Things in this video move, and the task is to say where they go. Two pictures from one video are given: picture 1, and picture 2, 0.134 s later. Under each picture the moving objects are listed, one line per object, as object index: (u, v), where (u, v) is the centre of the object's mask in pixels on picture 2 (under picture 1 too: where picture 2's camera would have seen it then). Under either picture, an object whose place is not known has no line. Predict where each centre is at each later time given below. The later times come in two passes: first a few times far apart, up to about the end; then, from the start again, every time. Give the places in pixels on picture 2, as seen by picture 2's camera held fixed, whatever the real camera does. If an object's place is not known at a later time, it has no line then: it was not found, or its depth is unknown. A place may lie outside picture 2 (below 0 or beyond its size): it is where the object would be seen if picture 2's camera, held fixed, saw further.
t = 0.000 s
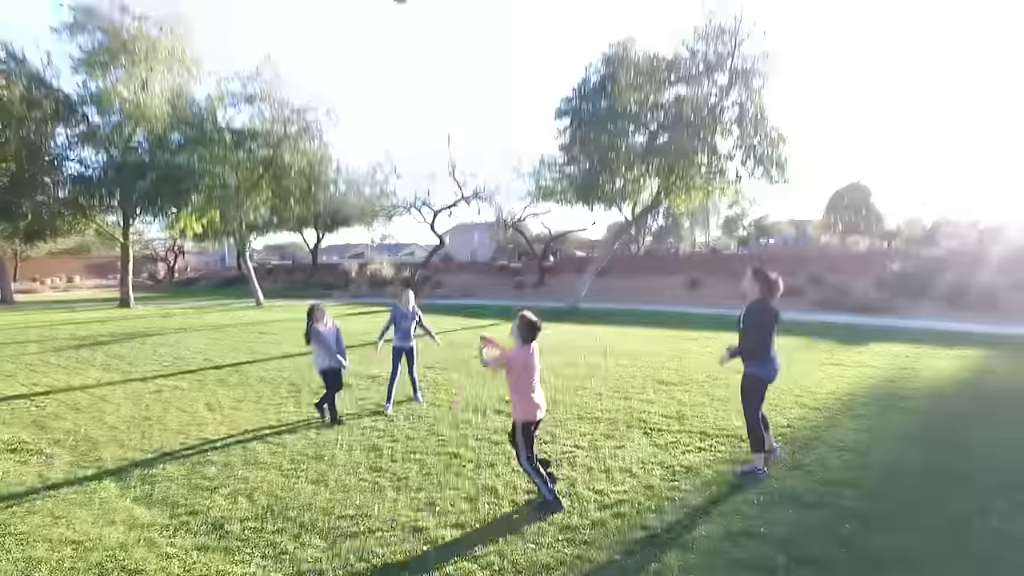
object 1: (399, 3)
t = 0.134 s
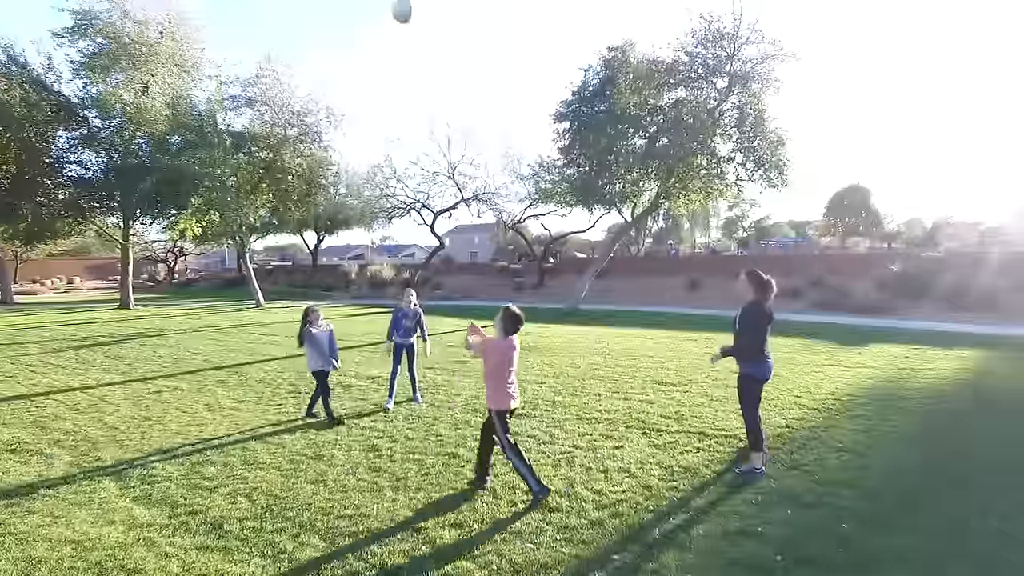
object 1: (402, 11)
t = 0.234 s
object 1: (405, 35)
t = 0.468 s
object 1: (413, 145)
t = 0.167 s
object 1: (403, 17)
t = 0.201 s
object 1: (404, 25)
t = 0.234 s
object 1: (405, 35)
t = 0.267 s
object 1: (406, 46)
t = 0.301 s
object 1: (407, 59)
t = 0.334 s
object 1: (408, 73)
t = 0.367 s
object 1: (410, 89)
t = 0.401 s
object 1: (411, 106)
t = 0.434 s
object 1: (412, 125)
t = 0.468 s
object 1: (413, 145)
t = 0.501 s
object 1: (414, 168)
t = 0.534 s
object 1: (416, 192)
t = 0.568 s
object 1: (417, 216)
